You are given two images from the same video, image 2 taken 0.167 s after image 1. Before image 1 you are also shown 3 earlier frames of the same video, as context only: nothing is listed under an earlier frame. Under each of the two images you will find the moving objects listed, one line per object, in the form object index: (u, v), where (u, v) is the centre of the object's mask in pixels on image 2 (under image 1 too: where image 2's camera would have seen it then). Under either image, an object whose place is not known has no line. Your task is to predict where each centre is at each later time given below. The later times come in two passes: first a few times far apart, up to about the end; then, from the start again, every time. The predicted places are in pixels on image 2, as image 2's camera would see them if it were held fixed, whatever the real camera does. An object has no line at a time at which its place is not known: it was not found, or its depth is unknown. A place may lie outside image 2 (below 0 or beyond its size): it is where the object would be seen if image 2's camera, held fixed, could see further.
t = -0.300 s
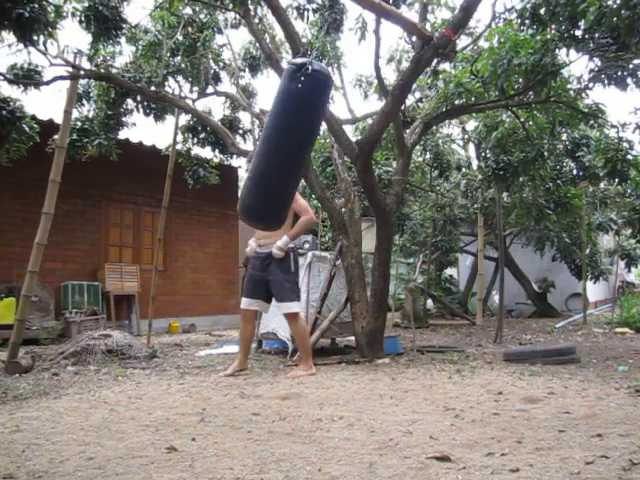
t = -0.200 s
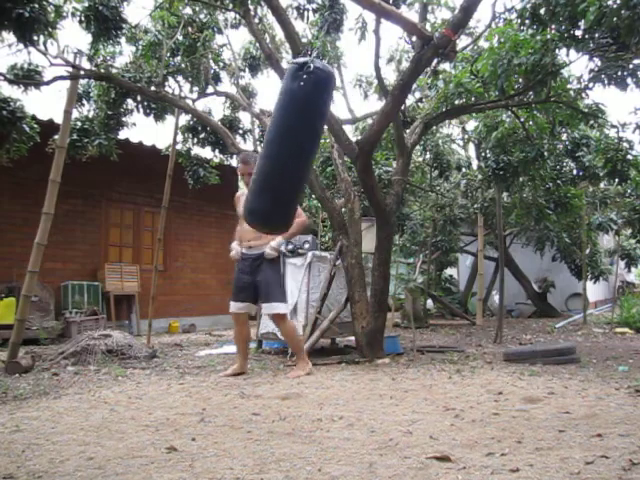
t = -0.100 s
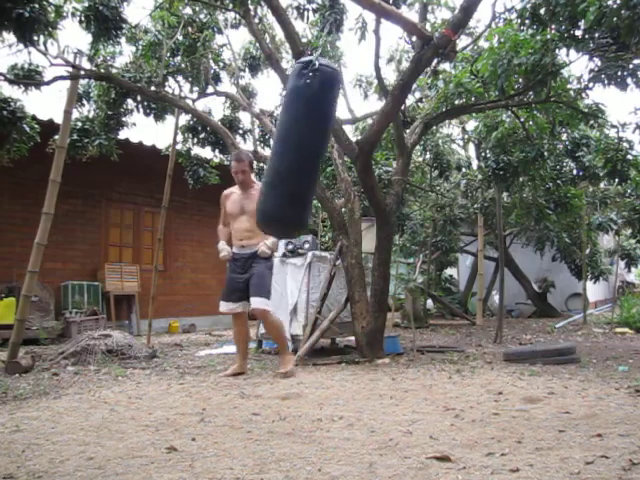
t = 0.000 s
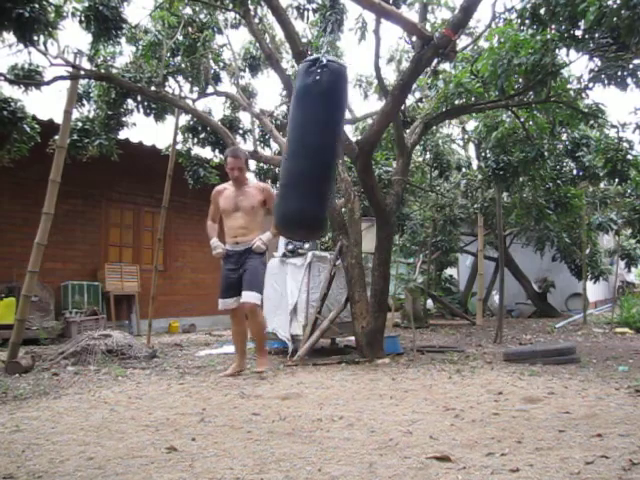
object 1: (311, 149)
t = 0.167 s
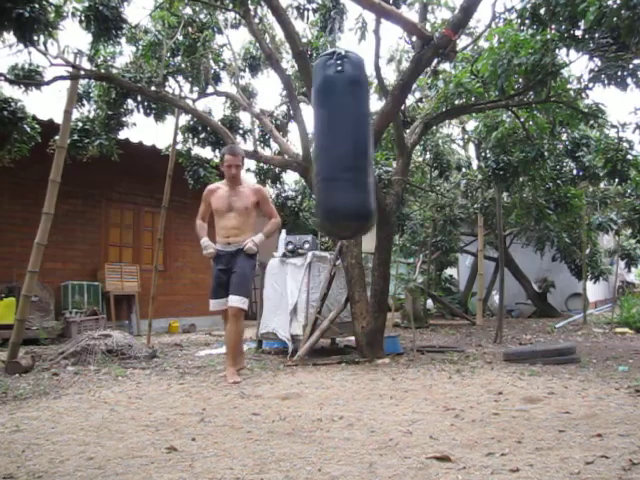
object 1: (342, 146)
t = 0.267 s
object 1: (362, 140)
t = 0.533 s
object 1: (399, 126)
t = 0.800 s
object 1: (396, 133)
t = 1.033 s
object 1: (363, 147)
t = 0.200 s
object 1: (349, 144)
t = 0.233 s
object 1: (355, 141)
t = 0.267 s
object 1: (362, 140)
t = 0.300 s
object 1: (368, 139)
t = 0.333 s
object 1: (374, 136)
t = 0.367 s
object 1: (380, 134)
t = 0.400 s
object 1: (384, 133)
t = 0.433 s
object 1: (389, 131)
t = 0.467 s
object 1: (392, 129)
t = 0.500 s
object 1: (396, 128)
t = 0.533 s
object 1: (399, 126)
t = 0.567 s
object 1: (401, 126)
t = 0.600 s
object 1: (403, 126)
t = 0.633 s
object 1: (403, 127)
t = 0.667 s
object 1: (403, 127)
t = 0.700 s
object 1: (402, 128)
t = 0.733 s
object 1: (401, 129)
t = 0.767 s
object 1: (399, 132)
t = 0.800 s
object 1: (396, 133)
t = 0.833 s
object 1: (392, 135)
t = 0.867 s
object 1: (388, 138)
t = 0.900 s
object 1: (384, 140)
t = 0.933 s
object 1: (379, 142)
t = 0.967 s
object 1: (374, 144)
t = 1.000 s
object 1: (369, 146)
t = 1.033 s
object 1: (363, 147)
